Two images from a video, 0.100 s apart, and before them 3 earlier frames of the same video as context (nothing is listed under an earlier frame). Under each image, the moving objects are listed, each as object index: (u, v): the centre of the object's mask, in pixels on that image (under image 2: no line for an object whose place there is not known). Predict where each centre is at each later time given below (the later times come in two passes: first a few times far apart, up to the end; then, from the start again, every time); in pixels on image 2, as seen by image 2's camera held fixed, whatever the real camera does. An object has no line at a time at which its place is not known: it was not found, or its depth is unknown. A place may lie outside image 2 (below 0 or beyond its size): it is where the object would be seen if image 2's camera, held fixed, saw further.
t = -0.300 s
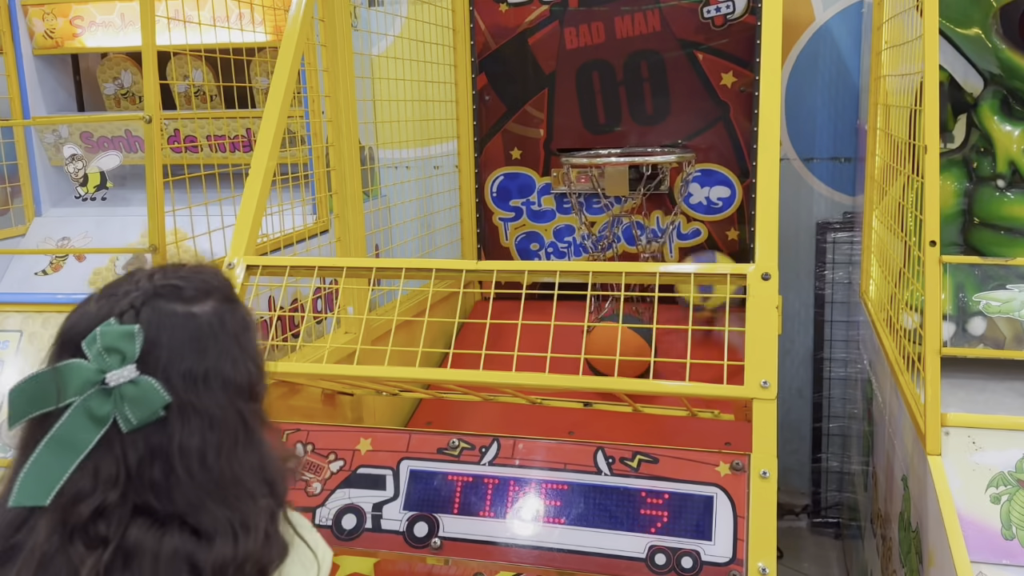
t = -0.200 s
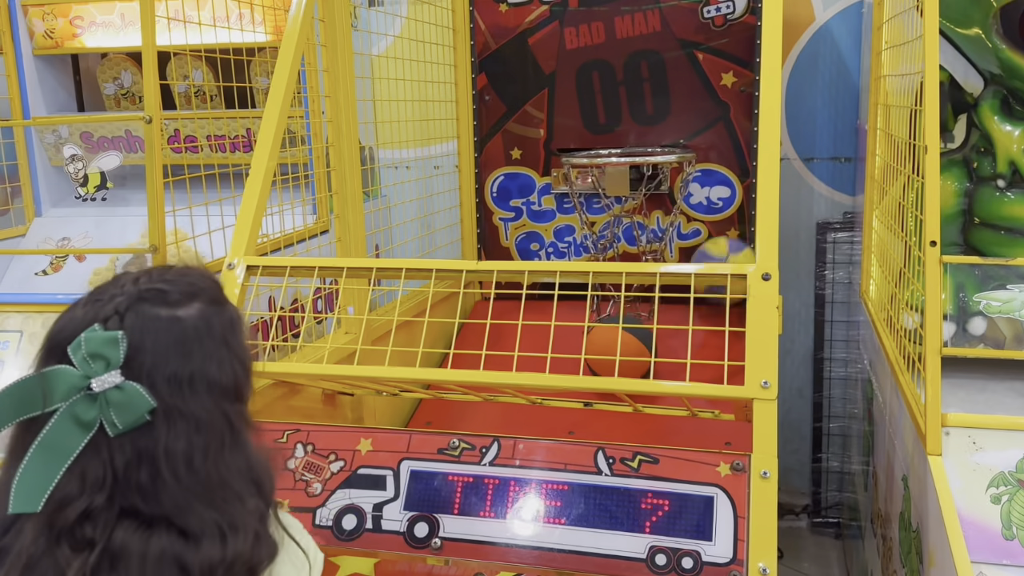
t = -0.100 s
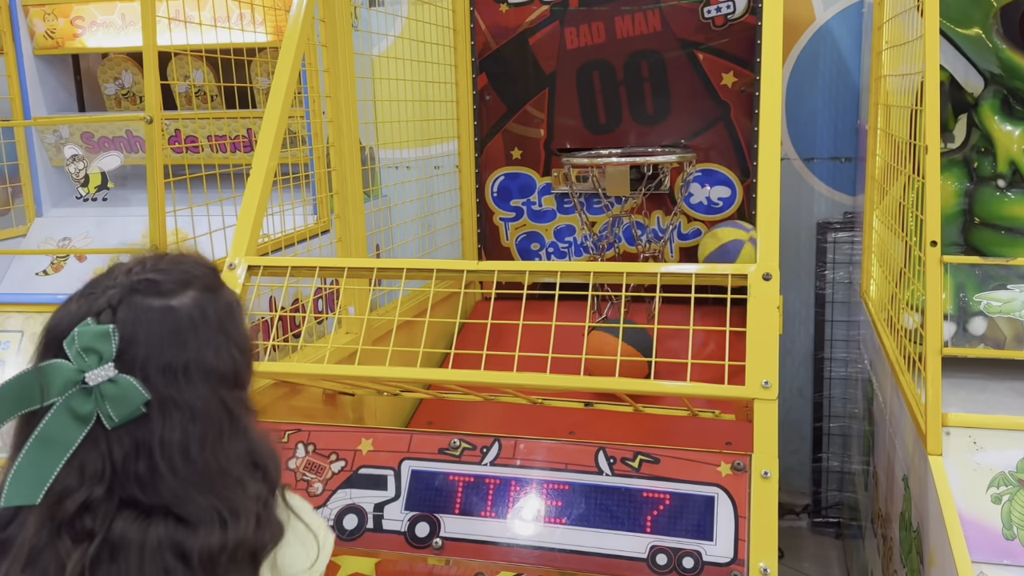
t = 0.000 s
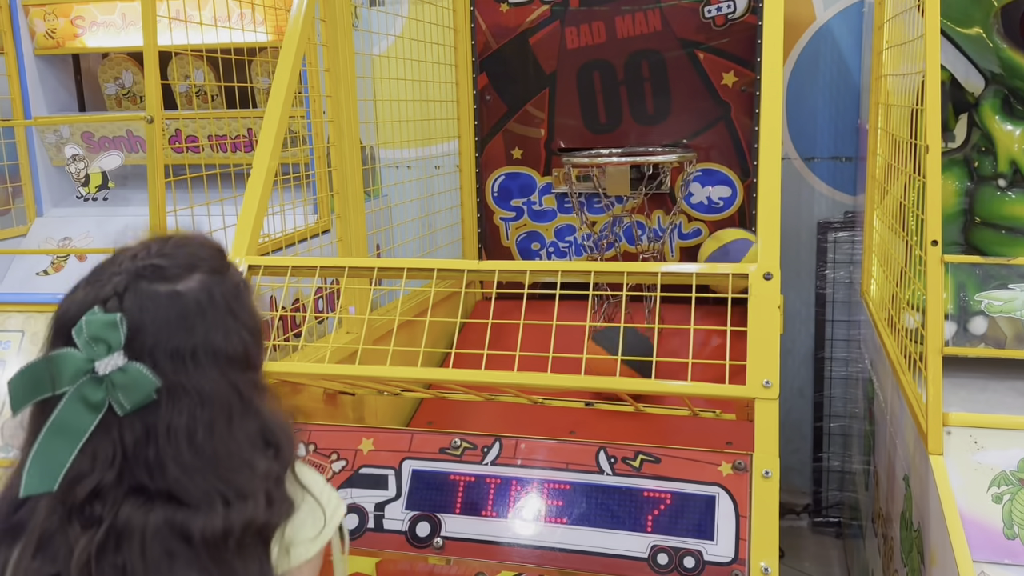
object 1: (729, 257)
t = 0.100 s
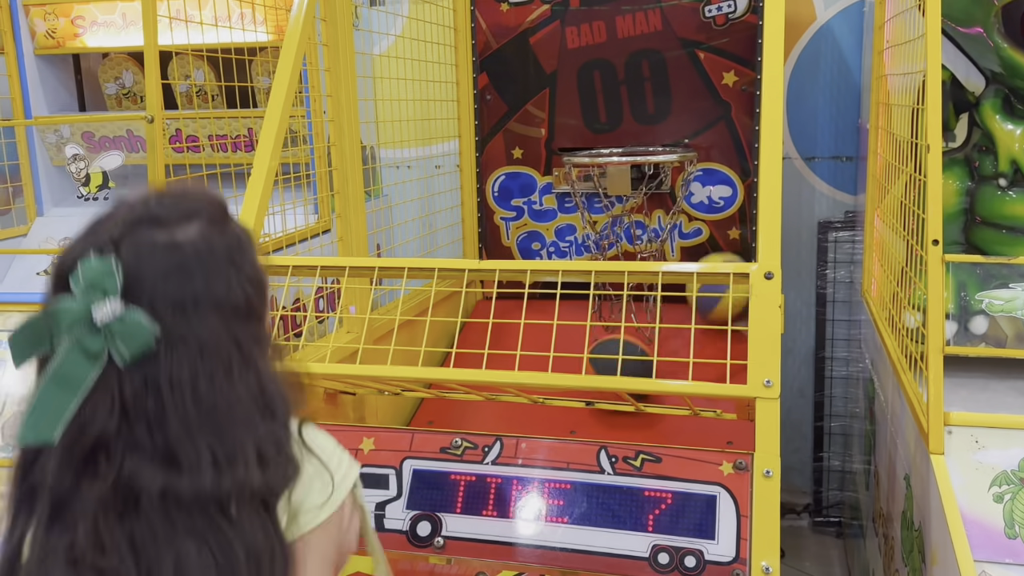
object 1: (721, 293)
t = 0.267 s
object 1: (700, 304)
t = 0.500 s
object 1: (681, 342)
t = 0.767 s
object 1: (655, 422)
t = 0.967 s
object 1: (624, 433)
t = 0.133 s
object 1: (716, 303)
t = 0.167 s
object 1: (712, 302)
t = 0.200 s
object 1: (709, 301)
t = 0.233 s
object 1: (705, 302)
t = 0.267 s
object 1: (700, 304)
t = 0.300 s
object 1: (697, 312)
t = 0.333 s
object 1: (695, 321)
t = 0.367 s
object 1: (692, 321)
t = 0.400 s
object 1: (689, 323)
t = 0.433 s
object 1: (687, 328)
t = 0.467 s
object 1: (684, 340)
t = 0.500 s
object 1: (681, 342)
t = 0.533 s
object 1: (678, 347)
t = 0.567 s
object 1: (676, 352)
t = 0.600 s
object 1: (672, 356)
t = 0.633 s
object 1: (669, 360)
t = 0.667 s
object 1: (665, 363)
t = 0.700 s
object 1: (660, 374)
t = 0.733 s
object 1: (659, 419)
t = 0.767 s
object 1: (655, 422)
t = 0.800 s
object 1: (650, 423)
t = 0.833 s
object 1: (645, 428)
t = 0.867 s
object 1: (641, 428)
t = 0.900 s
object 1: (636, 429)
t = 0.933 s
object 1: (631, 429)
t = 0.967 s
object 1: (624, 433)
